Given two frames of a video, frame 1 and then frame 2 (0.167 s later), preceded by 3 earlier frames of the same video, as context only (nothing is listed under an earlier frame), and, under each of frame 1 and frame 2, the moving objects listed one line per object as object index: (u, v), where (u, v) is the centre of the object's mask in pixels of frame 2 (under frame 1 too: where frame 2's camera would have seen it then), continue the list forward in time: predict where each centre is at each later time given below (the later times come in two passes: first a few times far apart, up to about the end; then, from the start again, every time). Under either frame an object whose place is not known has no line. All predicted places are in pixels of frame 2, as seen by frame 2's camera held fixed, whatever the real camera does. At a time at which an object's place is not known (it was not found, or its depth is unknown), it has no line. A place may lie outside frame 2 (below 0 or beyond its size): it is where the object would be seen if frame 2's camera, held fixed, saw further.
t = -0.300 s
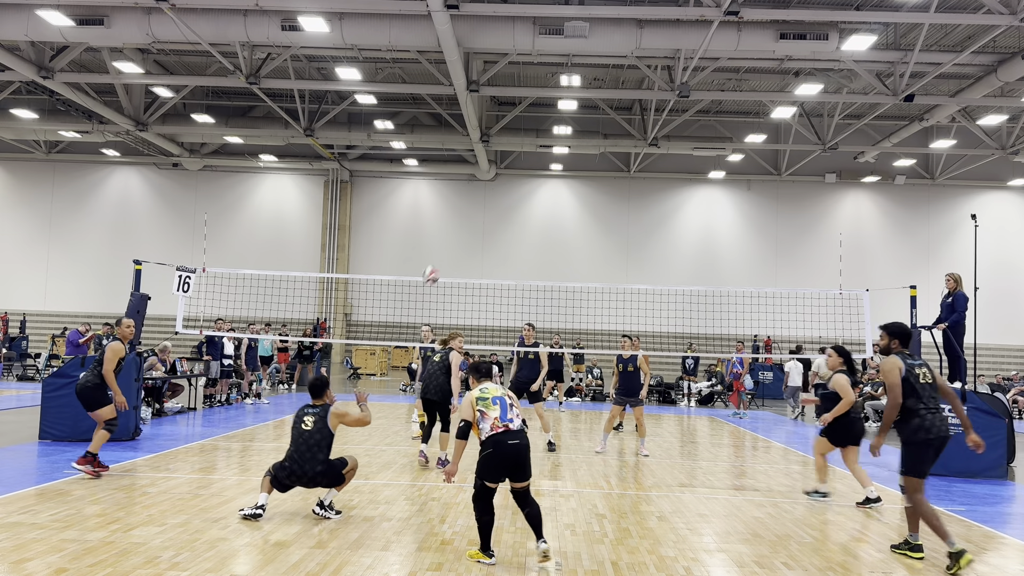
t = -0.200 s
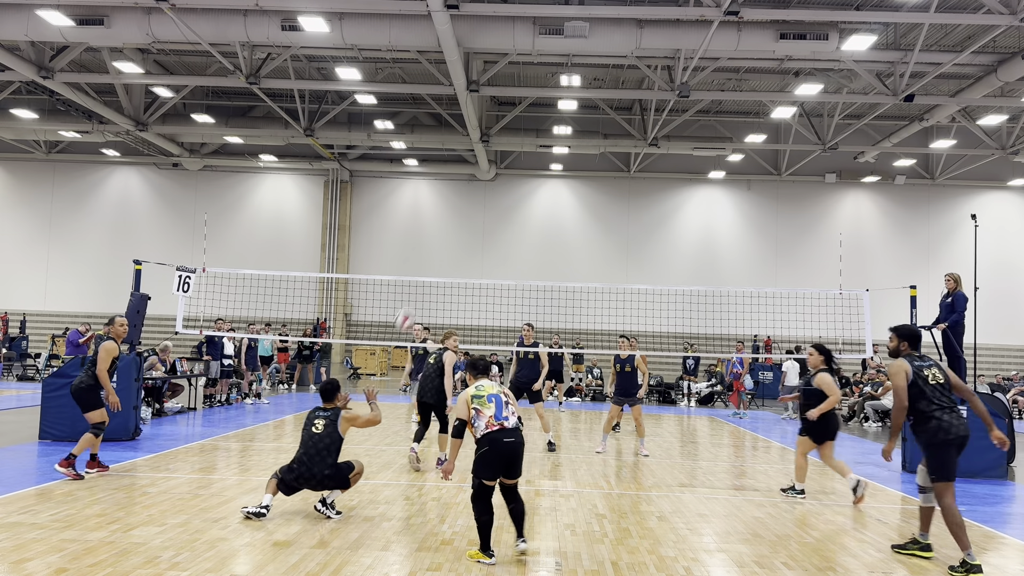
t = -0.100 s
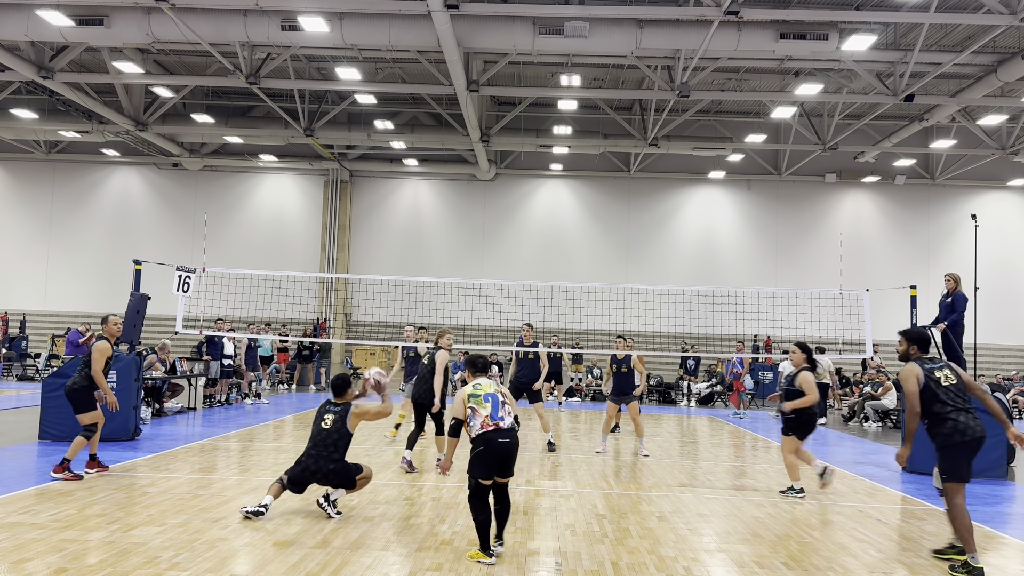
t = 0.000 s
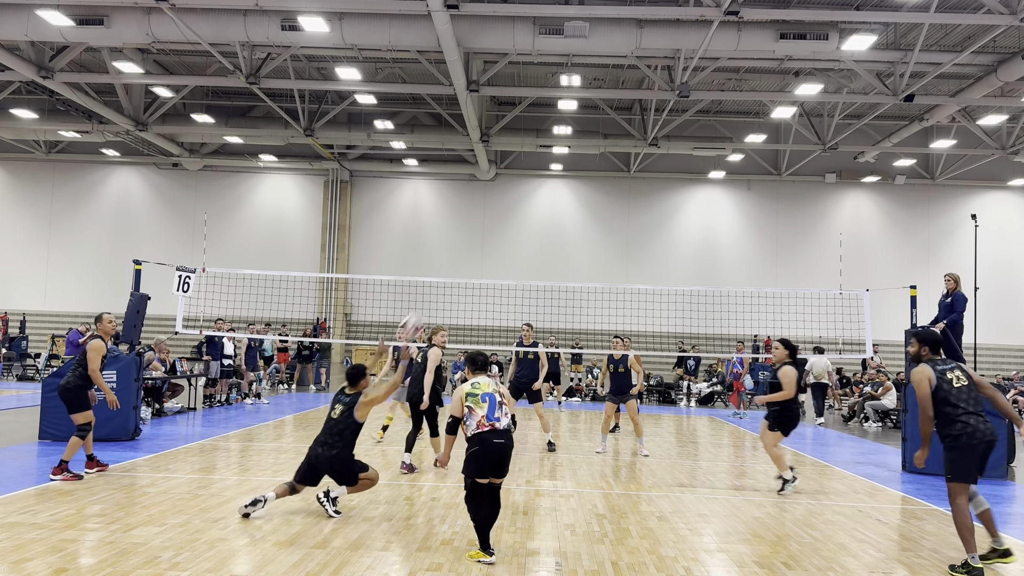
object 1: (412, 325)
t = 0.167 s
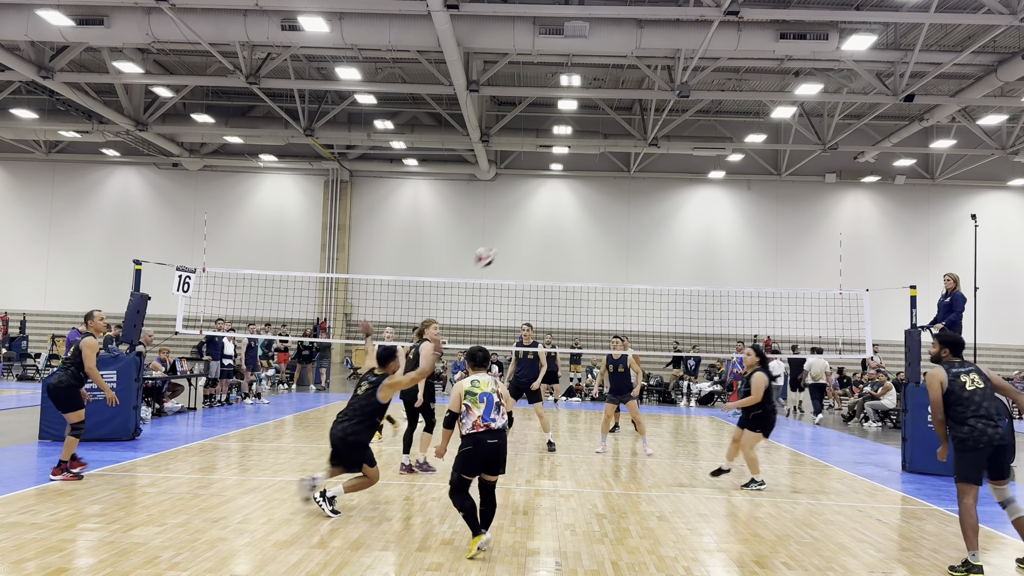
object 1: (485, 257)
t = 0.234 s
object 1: (511, 239)
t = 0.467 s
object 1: (593, 213)
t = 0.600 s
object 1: (634, 223)
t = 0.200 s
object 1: (498, 247)
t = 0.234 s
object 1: (511, 239)
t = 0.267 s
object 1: (523, 232)
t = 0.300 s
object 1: (536, 226)
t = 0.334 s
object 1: (547, 221)
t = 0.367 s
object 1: (559, 218)
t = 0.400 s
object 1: (571, 216)
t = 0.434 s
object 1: (582, 214)
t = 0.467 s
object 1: (593, 213)
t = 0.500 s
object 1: (604, 215)
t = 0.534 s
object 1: (614, 216)
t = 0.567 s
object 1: (624, 219)
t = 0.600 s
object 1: (634, 223)
